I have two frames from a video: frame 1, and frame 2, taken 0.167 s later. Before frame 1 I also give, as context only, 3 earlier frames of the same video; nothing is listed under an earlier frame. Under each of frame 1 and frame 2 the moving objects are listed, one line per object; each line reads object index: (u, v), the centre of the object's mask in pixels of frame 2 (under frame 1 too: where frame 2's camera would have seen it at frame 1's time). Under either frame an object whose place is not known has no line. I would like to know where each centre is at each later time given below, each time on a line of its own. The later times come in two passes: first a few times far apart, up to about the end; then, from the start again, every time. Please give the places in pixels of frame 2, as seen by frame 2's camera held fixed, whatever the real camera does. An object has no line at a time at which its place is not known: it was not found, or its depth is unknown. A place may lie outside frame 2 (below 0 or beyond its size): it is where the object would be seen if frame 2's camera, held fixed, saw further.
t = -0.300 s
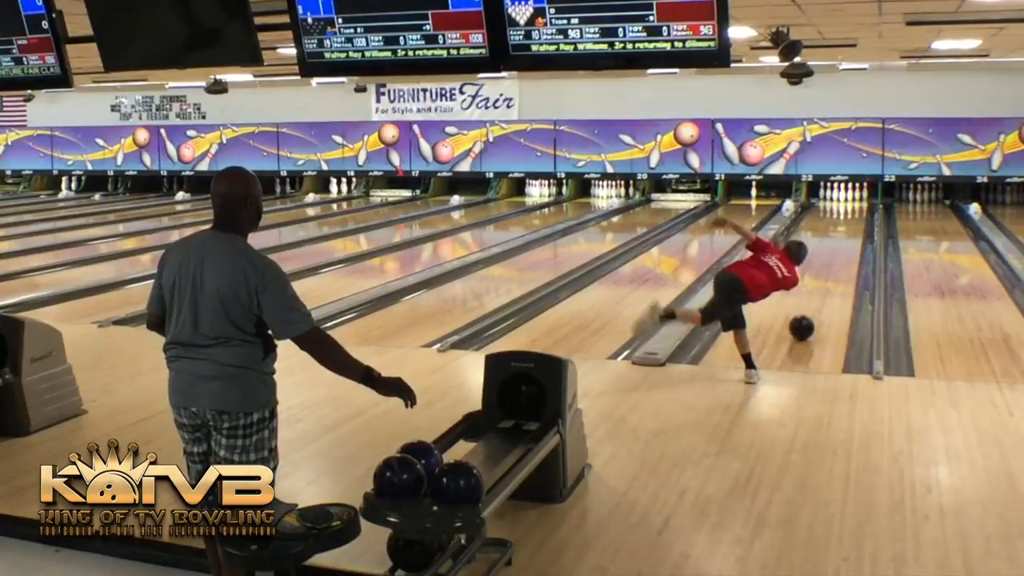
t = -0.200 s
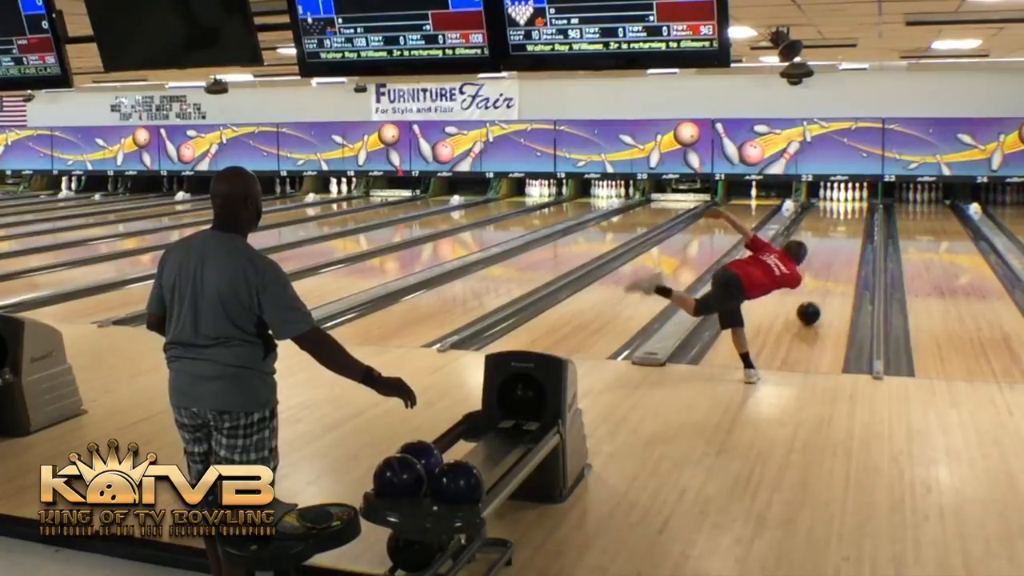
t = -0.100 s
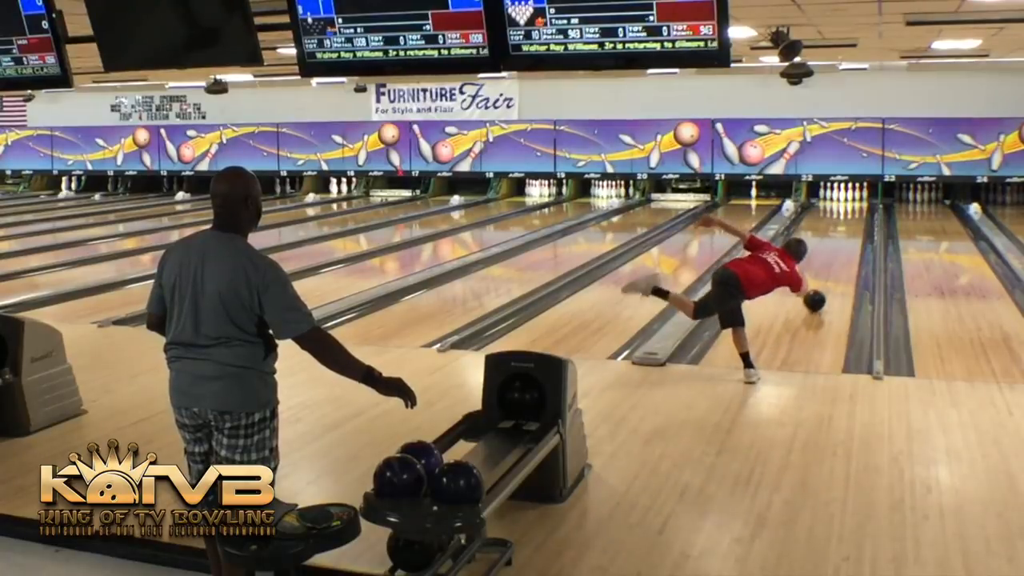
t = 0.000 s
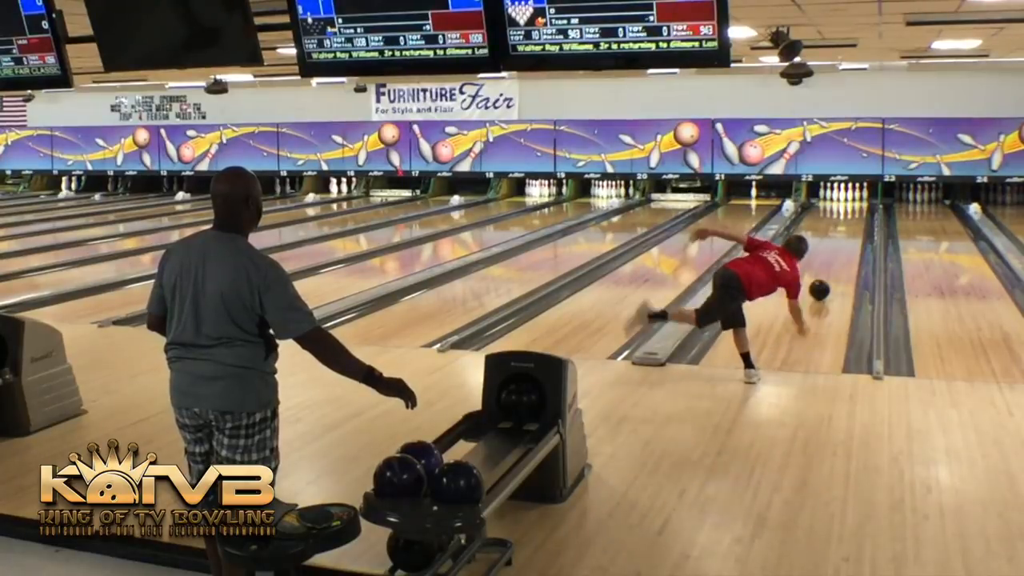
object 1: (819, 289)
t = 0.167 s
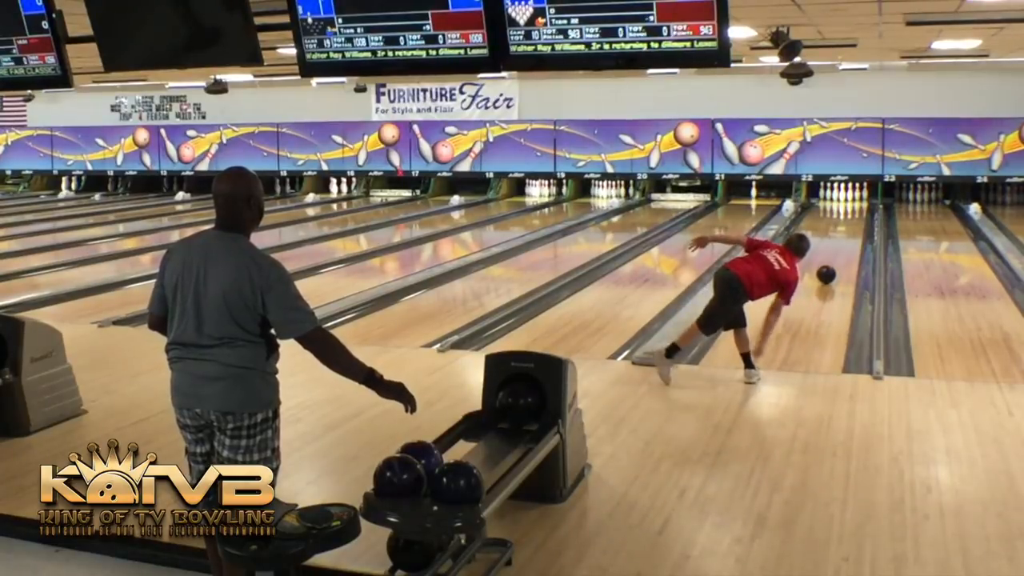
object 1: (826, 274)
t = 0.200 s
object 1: (827, 272)
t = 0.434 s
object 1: (834, 255)
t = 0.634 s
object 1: (838, 243)
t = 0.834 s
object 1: (842, 232)
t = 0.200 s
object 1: (827, 272)
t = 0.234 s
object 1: (828, 269)
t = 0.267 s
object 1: (829, 266)
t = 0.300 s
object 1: (830, 264)
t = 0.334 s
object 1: (831, 261)
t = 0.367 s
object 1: (832, 259)
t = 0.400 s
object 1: (833, 257)
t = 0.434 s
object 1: (834, 255)
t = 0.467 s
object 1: (835, 252)
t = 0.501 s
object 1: (836, 250)
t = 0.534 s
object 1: (836, 248)
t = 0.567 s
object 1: (837, 246)
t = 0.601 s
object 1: (838, 244)
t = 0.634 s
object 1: (838, 243)
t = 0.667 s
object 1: (839, 241)
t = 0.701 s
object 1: (840, 239)
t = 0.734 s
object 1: (840, 237)
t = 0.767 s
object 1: (841, 236)
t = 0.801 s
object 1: (842, 234)
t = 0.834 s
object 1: (842, 232)
